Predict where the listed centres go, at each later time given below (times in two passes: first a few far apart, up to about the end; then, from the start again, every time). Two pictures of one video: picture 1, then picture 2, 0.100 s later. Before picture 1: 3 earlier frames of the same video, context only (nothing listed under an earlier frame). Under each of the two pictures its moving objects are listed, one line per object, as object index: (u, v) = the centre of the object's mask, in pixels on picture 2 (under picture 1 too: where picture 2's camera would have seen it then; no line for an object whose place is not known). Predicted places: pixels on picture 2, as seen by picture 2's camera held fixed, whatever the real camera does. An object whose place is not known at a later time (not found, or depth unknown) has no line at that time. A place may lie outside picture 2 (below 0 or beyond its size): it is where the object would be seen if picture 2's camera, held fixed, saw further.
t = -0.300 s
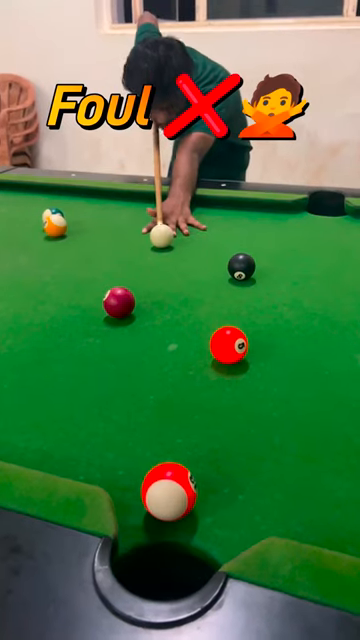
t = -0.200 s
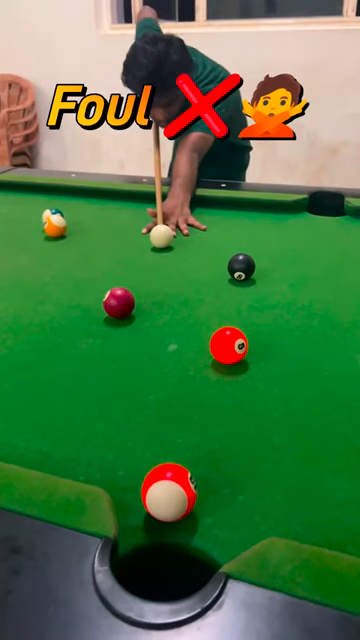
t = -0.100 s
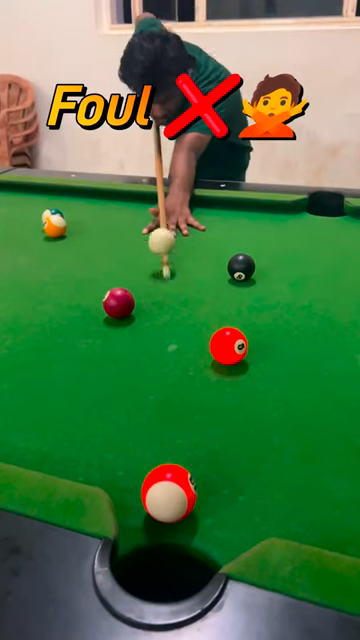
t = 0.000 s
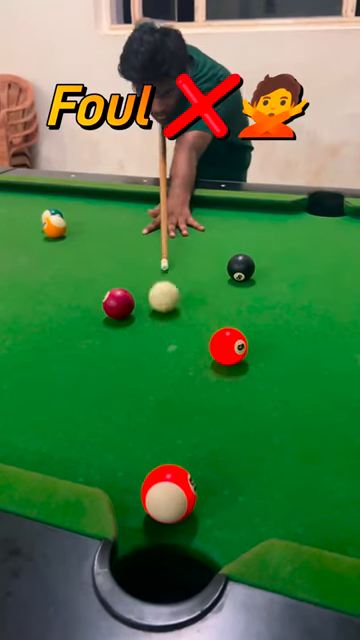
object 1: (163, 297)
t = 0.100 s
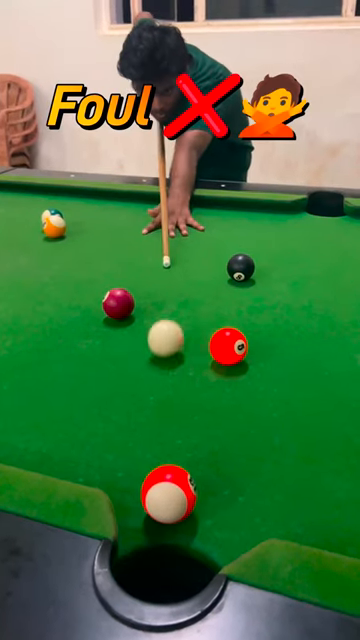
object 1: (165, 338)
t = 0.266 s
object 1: (169, 427)
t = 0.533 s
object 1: (181, 494)
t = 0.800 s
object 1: (179, 592)
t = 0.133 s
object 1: (166, 354)
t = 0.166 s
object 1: (167, 370)
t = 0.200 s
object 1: (168, 387)
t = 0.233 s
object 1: (169, 406)
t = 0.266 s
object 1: (169, 427)
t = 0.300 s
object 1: (170, 447)
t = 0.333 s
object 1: (172, 456)
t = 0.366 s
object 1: (174, 460)
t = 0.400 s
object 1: (175, 466)
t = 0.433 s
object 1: (177, 473)
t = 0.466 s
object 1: (178, 480)
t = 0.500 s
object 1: (180, 487)
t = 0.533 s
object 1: (181, 494)
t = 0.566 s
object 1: (183, 501)
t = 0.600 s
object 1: (184, 508)
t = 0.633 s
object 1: (185, 516)
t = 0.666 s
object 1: (186, 524)
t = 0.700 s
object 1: (186, 537)
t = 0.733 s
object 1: (186, 554)
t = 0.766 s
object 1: (183, 574)
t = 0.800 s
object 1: (179, 592)
